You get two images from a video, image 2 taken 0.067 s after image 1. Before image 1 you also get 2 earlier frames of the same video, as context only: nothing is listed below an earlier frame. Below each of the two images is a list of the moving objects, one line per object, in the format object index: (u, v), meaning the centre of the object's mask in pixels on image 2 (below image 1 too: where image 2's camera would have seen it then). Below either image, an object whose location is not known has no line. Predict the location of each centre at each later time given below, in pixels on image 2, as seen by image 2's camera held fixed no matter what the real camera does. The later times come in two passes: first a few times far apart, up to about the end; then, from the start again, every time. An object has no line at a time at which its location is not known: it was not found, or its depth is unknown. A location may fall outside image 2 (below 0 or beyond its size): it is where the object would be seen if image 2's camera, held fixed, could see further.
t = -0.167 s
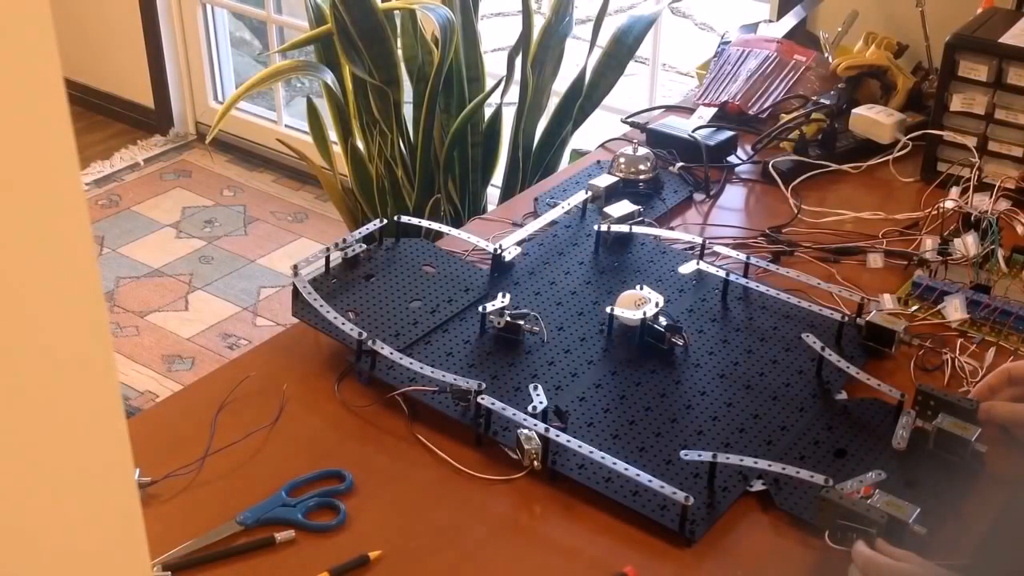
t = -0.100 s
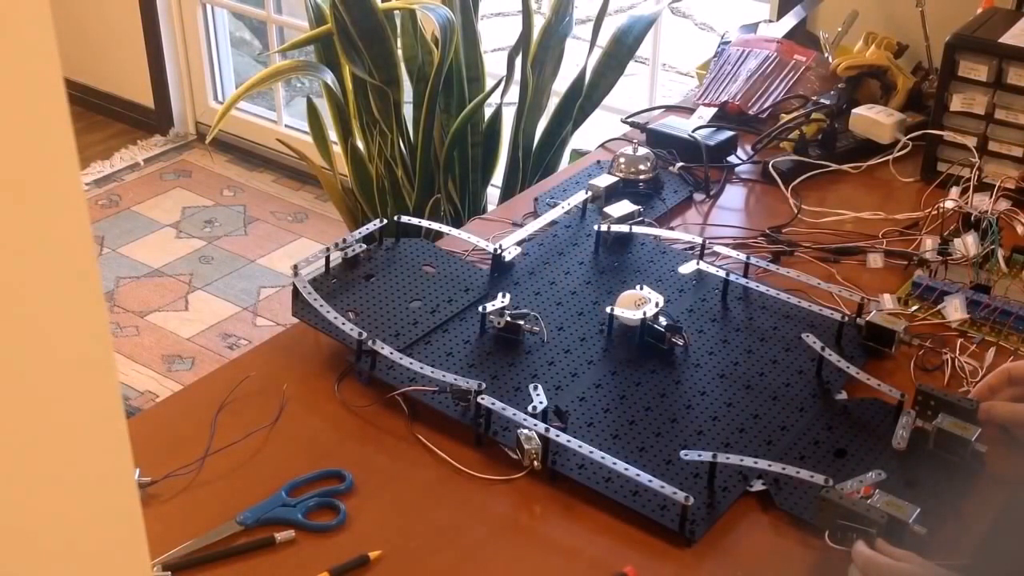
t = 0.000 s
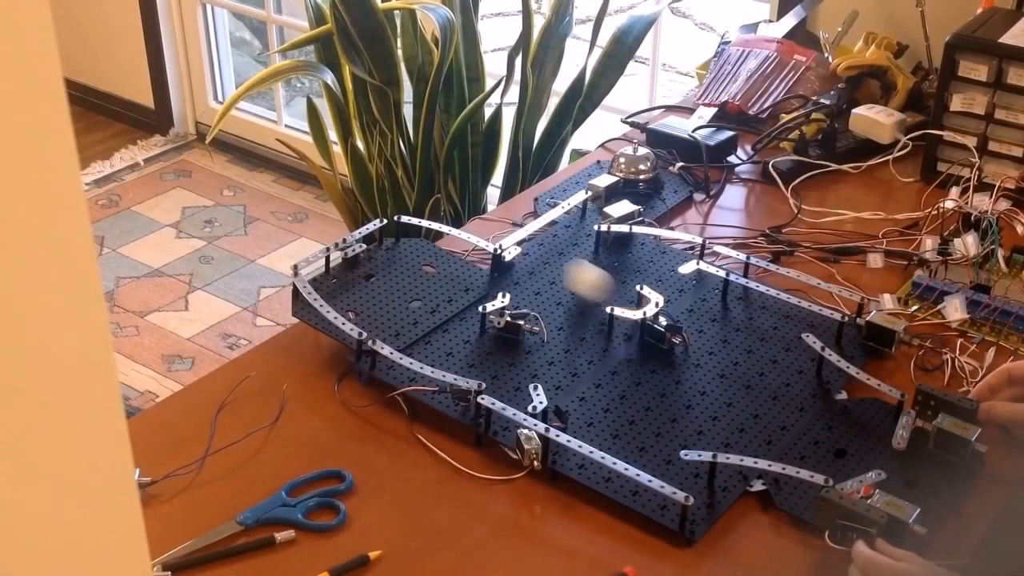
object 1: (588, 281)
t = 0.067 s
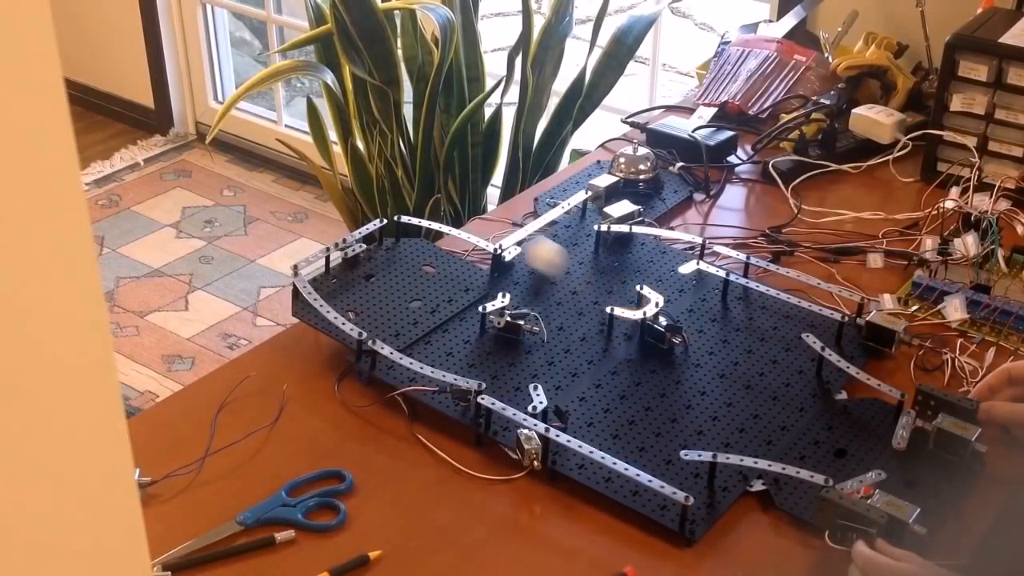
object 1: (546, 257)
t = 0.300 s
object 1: (589, 269)
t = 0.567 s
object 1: (670, 285)
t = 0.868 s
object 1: (707, 307)
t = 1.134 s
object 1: (764, 333)
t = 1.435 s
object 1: (779, 351)
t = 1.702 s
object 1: (788, 369)
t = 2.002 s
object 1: (817, 396)
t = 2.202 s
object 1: (845, 415)
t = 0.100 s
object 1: (539, 250)
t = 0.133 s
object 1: (545, 253)
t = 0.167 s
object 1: (553, 256)
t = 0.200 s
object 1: (561, 259)
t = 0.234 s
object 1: (570, 263)
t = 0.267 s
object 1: (579, 266)
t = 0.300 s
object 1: (589, 269)
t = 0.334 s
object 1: (599, 273)
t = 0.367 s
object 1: (609, 276)
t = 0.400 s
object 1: (619, 279)
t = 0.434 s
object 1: (629, 281)
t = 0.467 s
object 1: (640, 281)
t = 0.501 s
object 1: (652, 280)
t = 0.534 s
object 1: (663, 282)
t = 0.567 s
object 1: (670, 285)
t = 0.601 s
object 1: (673, 287)
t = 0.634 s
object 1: (676, 290)
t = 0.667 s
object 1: (680, 292)
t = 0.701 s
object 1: (683, 295)
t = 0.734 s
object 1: (688, 297)
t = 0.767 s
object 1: (692, 299)
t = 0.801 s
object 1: (697, 302)
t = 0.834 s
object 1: (702, 304)
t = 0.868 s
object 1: (707, 307)
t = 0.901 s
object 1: (713, 310)
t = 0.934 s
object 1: (720, 313)
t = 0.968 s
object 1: (727, 316)
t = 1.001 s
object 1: (734, 319)
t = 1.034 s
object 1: (741, 323)
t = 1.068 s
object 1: (748, 326)
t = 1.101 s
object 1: (756, 329)
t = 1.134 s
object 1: (764, 333)
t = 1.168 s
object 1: (772, 336)
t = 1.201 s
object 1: (780, 339)
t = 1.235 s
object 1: (782, 342)
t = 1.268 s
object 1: (781, 343)
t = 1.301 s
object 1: (780, 344)
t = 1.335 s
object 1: (780, 346)
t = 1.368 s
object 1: (779, 347)
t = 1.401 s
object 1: (779, 349)
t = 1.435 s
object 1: (779, 351)
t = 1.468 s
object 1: (780, 352)
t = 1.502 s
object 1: (780, 354)
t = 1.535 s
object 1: (781, 356)
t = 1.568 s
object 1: (782, 359)
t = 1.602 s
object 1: (783, 361)
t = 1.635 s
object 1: (784, 364)
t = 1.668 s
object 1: (786, 366)
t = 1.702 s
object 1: (788, 369)
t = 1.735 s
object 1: (790, 372)
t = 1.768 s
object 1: (793, 375)
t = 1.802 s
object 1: (796, 378)
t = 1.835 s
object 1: (798, 381)
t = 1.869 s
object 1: (802, 384)
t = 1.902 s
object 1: (806, 387)
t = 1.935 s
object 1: (809, 390)
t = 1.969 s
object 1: (813, 393)
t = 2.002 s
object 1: (817, 396)
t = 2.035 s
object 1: (821, 399)
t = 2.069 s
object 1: (825, 402)
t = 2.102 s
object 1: (830, 405)
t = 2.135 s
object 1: (835, 408)
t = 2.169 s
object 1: (840, 412)
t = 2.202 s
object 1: (845, 415)
